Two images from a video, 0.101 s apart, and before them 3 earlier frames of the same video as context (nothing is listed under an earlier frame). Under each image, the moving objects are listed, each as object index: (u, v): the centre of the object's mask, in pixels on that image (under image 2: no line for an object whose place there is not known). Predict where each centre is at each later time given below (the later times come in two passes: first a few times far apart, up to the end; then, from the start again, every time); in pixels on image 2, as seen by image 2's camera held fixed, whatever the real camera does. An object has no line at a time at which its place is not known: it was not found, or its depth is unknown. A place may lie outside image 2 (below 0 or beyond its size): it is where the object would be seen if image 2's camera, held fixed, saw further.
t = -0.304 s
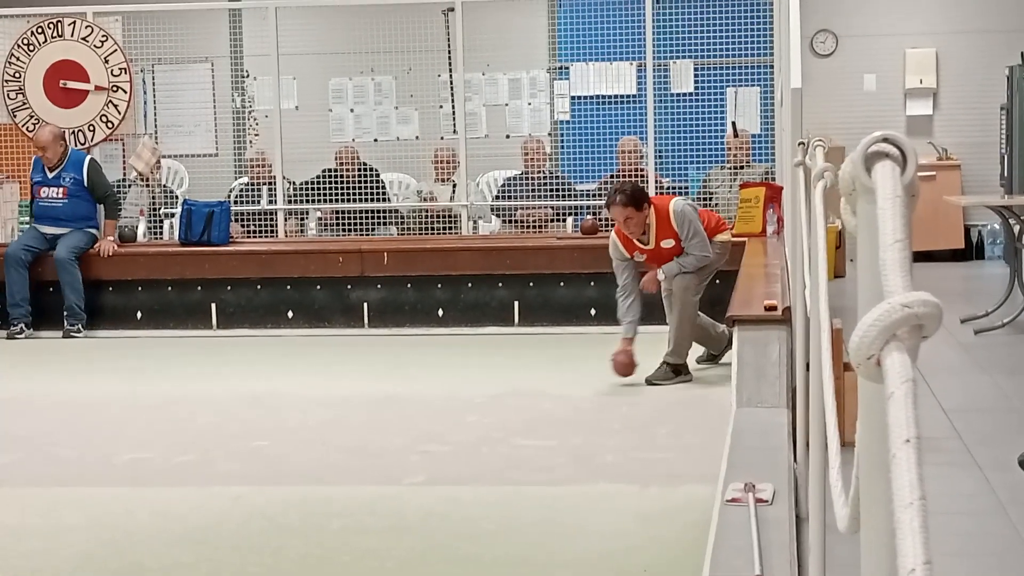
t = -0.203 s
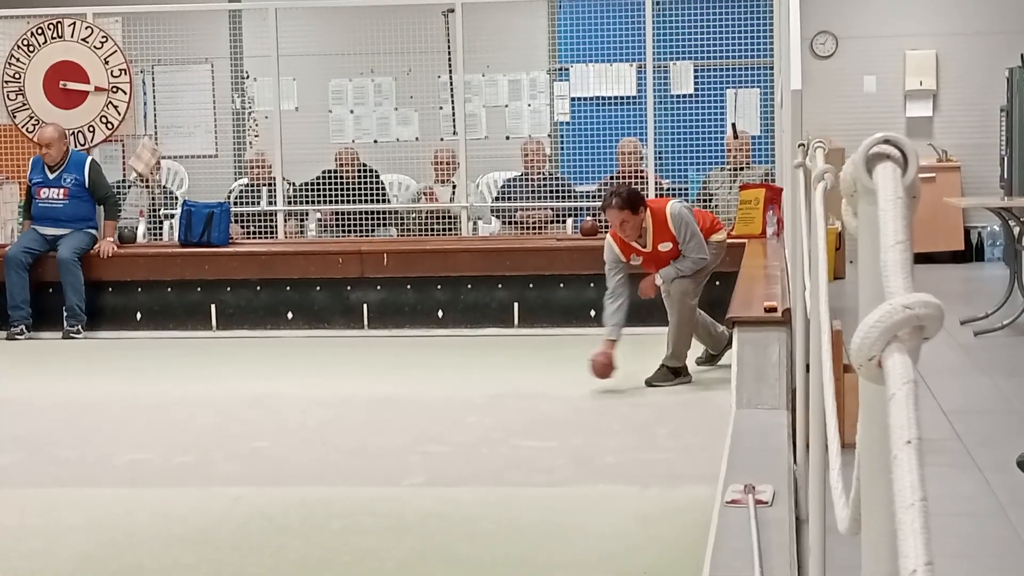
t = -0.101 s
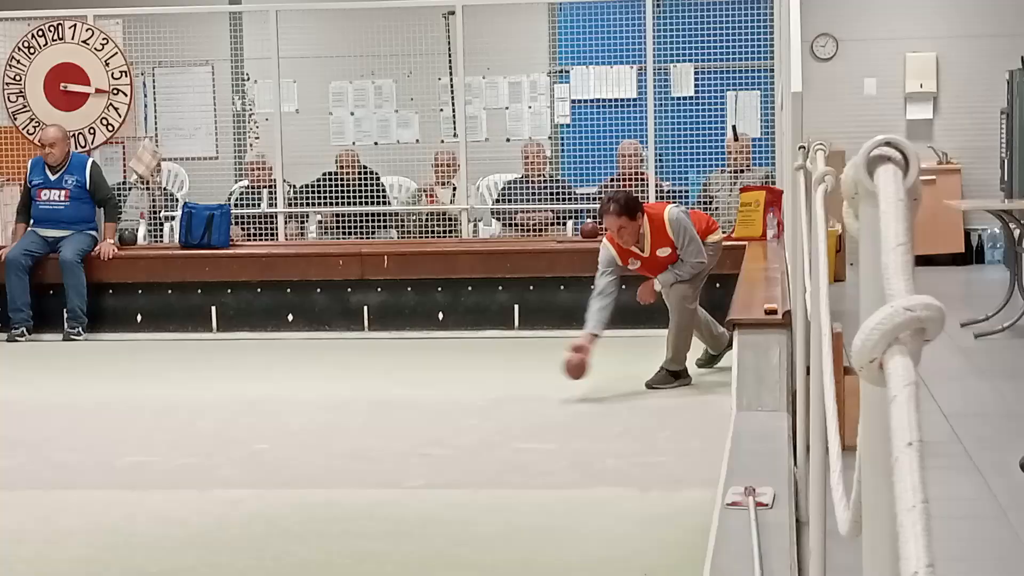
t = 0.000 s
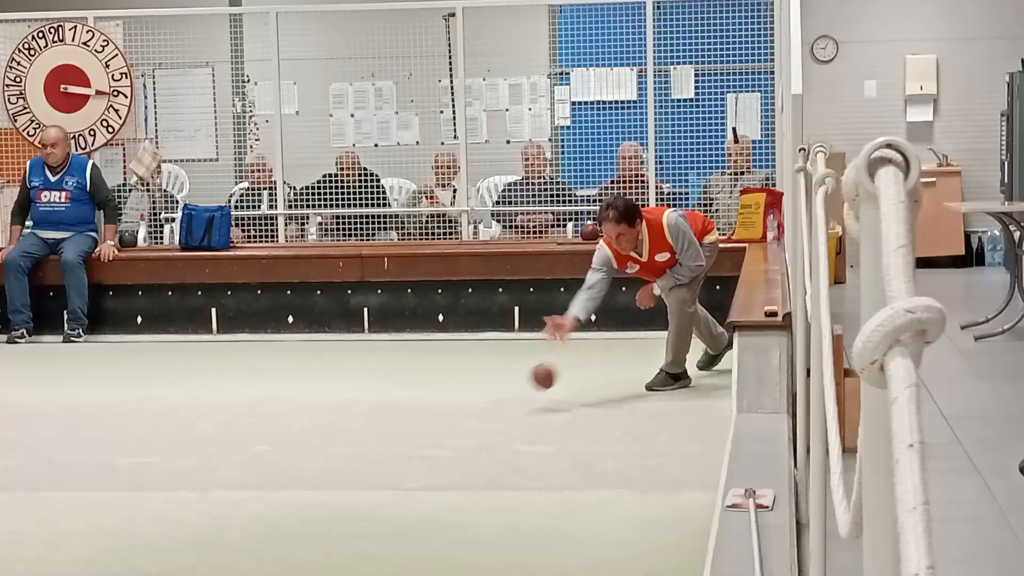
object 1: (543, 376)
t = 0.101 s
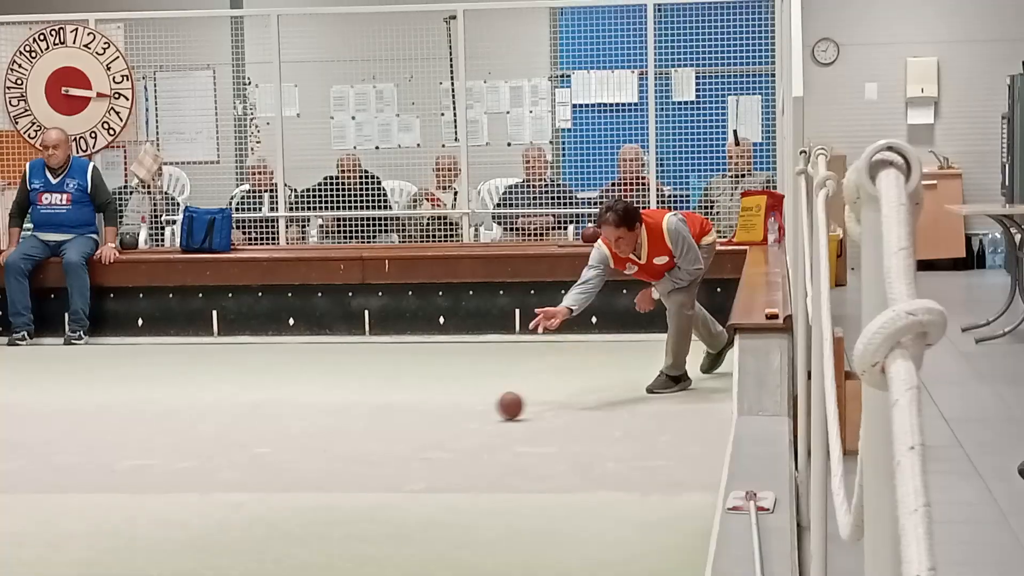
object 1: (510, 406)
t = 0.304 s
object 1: (458, 420)
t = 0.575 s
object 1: (380, 439)
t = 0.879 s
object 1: (281, 464)
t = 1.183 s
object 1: (166, 494)
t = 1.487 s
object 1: (33, 528)
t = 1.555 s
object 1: (3, 537)
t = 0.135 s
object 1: (502, 406)
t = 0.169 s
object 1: (493, 408)
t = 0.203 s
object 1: (485, 413)
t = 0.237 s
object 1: (476, 415)
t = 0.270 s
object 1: (467, 417)
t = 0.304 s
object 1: (458, 420)
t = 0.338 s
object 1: (448, 422)
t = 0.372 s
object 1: (439, 424)
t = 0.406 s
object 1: (430, 427)
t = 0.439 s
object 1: (420, 429)
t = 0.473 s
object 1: (411, 431)
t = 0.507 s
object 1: (400, 434)
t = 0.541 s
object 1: (391, 436)
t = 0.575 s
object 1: (380, 439)
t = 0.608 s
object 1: (370, 441)
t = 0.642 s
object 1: (359, 444)
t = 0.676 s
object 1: (349, 447)
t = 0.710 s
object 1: (339, 449)
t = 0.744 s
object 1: (327, 452)
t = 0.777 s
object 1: (316, 455)
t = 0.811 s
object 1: (305, 458)
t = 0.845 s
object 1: (293, 461)
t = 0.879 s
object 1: (281, 464)
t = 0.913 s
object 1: (269, 466)
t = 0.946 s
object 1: (257, 469)
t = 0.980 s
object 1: (245, 473)
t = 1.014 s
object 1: (232, 476)
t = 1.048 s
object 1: (219, 479)
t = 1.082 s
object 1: (207, 483)
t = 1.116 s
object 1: (193, 486)
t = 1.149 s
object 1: (180, 490)
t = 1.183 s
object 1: (166, 494)
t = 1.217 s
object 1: (152, 497)
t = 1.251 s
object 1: (138, 501)
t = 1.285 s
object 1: (124, 505)
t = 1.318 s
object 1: (109, 508)
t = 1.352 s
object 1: (95, 512)
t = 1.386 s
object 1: (79, 516)
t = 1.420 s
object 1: (64, 521)
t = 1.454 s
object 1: (48, 524)
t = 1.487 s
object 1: (33, 528)
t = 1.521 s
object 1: (16, 533)
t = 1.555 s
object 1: (3, 537)
